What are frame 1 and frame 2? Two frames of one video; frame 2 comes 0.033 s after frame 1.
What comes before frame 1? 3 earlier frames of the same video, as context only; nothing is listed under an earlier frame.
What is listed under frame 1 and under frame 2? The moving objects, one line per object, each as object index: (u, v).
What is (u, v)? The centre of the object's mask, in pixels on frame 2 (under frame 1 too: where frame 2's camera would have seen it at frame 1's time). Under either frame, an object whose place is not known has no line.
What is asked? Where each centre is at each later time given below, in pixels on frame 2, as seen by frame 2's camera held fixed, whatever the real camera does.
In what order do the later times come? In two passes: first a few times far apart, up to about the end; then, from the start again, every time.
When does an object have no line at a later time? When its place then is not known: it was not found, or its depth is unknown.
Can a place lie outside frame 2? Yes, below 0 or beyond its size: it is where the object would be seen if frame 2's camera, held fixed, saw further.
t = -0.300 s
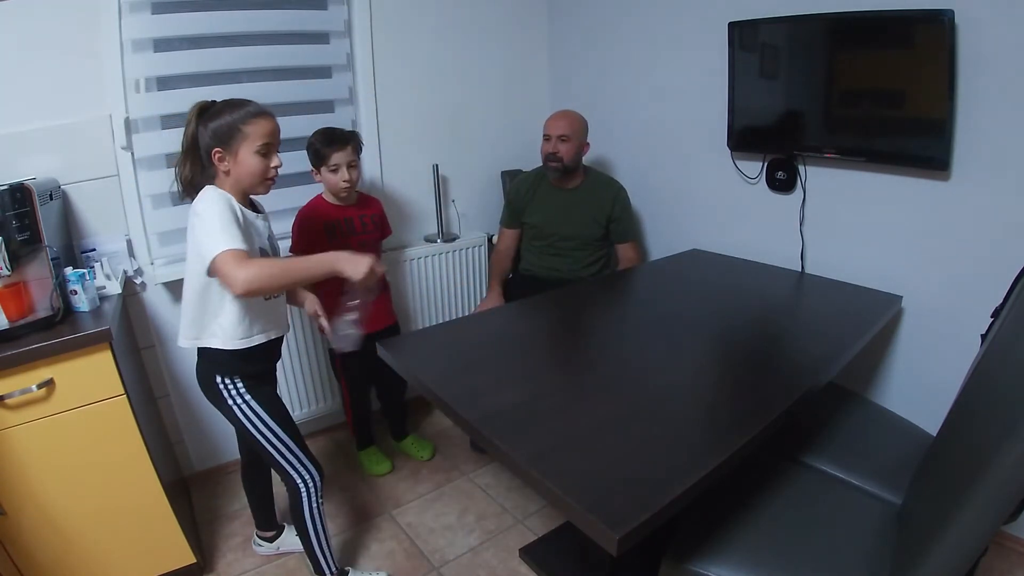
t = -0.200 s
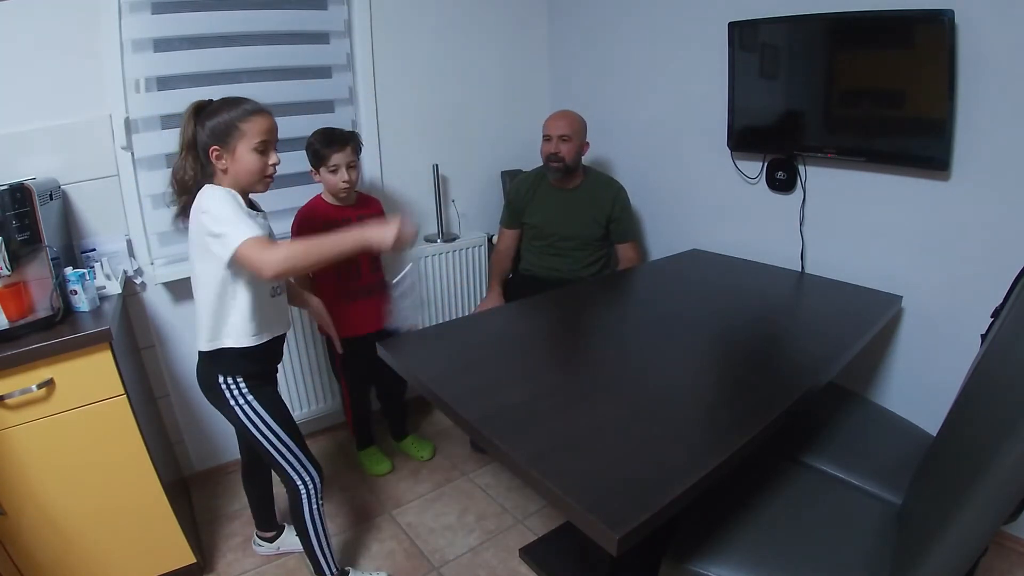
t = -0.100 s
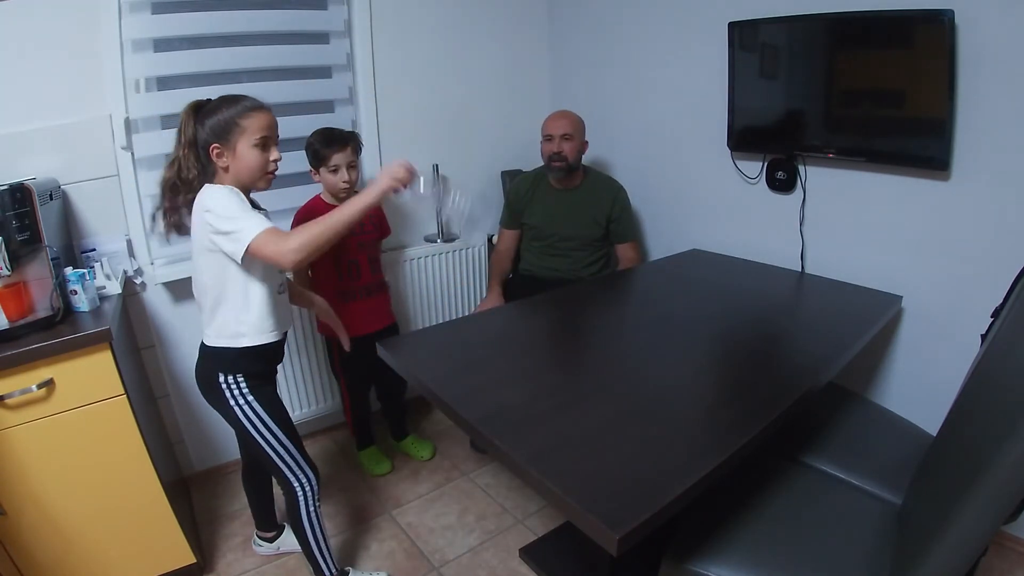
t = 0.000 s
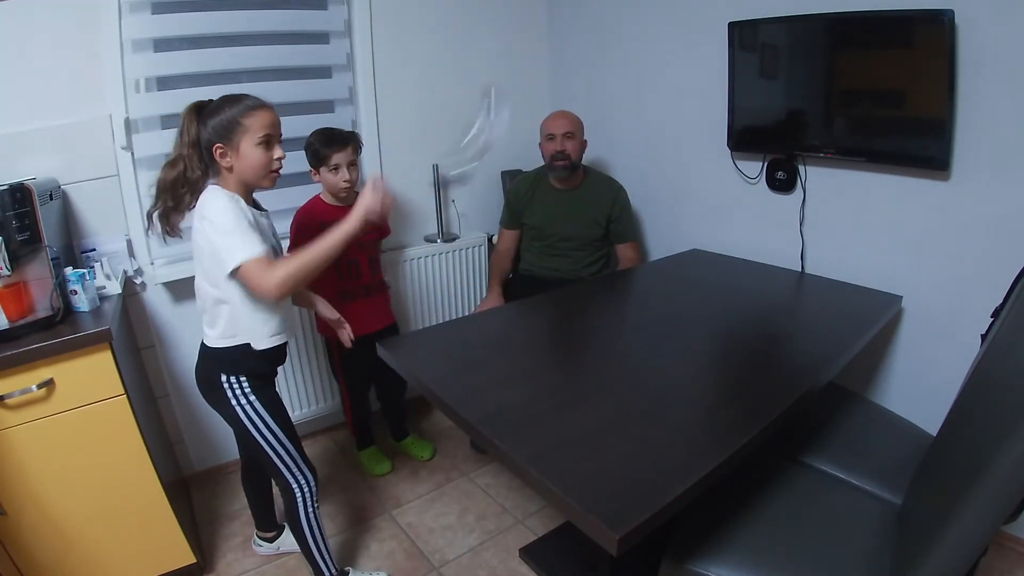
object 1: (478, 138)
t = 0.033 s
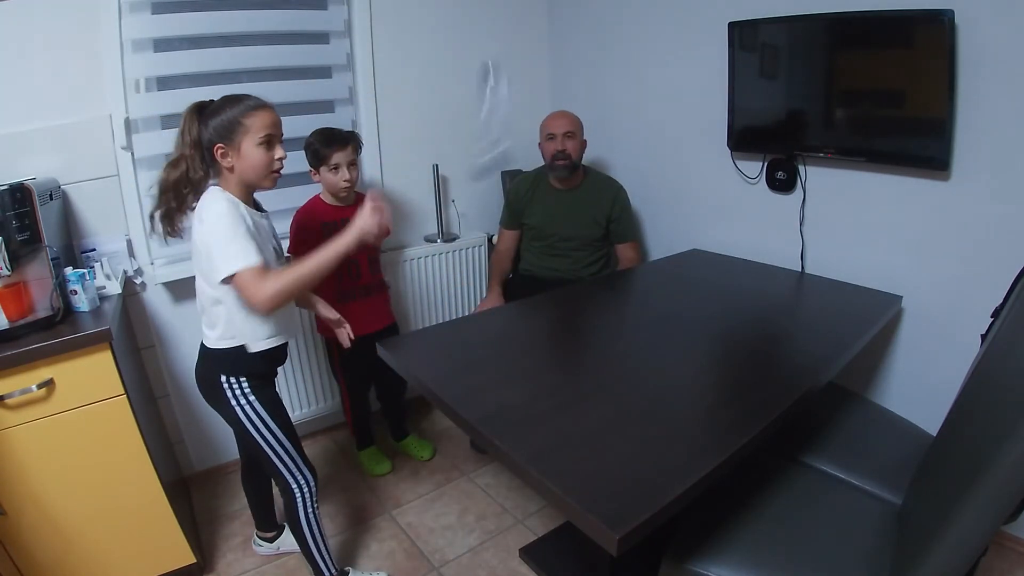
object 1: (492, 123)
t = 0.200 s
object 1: (537, 42)
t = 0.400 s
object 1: (566, 178)
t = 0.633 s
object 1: (584, 343)
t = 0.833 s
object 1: (584, 345)
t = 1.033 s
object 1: (585, 346)
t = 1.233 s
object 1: (585, 347)
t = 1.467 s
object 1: (585, 348)
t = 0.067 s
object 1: (508, 100)
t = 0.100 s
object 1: (523, 74)
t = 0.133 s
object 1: (533, 57)
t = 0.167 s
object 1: (537, 45)
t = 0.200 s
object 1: (537, 42)
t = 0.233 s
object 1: (541, 47)
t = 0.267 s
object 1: (544, 61)
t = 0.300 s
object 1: (551, 76)
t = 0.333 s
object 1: (557, 102)
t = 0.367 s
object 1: (561, 141)
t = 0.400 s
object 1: (566, 178)
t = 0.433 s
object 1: (572, 219)
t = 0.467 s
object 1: (576, 263)
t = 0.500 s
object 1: (579, 307)
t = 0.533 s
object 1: (582, 328)
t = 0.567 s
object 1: (582, 341)
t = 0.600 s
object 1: (582, 342)
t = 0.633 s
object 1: (584, 343)
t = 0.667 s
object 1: (584, 343)
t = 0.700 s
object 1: (584, 344)
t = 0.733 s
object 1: (584, 344)
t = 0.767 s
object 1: (584, 344)
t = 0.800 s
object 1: (584, 344)
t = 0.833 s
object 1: (584, 345)
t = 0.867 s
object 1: (584, 345)
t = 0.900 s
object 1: (585, 345)
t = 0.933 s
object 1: (585, 345)
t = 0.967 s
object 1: (585, 345)
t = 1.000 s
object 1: (585, 345)
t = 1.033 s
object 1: (585, 346)
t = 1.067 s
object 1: (585, 346)
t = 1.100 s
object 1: (585, 346)
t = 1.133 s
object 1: (585, 346)
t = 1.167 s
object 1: (585, 346)
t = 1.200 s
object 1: (585, 346)
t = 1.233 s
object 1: (585, 347)
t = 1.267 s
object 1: (585, 347)
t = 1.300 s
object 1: (585, 347)
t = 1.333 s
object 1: (585, 347)
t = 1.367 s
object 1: (586, 347)
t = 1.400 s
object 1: (586, 347)
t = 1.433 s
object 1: (586, 348)
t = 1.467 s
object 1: (585, 348)
